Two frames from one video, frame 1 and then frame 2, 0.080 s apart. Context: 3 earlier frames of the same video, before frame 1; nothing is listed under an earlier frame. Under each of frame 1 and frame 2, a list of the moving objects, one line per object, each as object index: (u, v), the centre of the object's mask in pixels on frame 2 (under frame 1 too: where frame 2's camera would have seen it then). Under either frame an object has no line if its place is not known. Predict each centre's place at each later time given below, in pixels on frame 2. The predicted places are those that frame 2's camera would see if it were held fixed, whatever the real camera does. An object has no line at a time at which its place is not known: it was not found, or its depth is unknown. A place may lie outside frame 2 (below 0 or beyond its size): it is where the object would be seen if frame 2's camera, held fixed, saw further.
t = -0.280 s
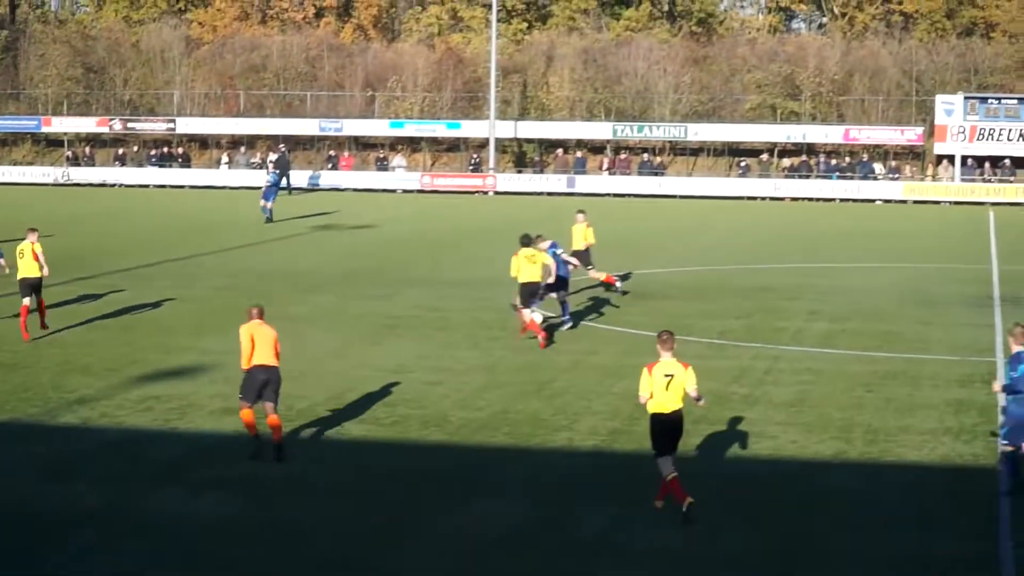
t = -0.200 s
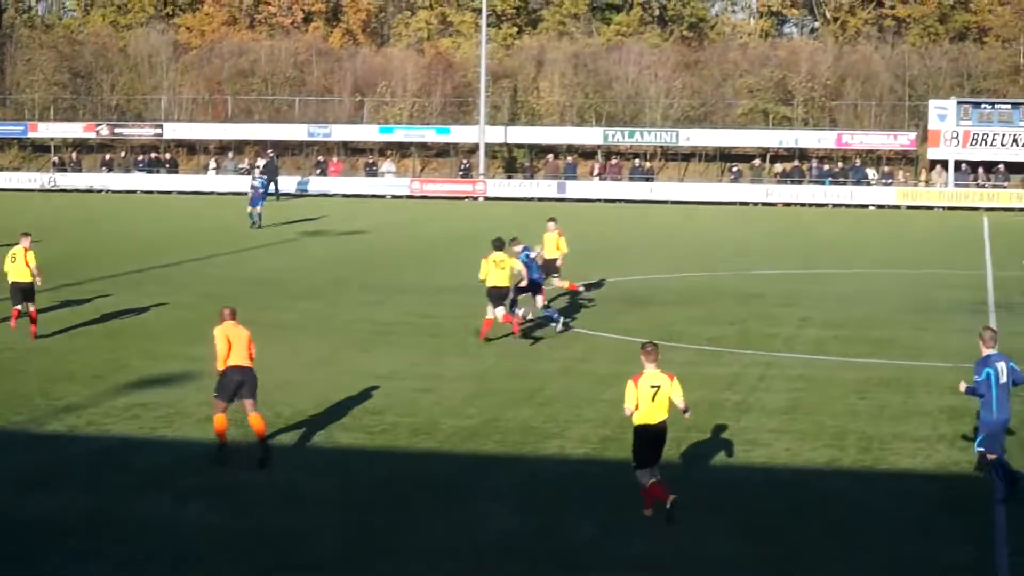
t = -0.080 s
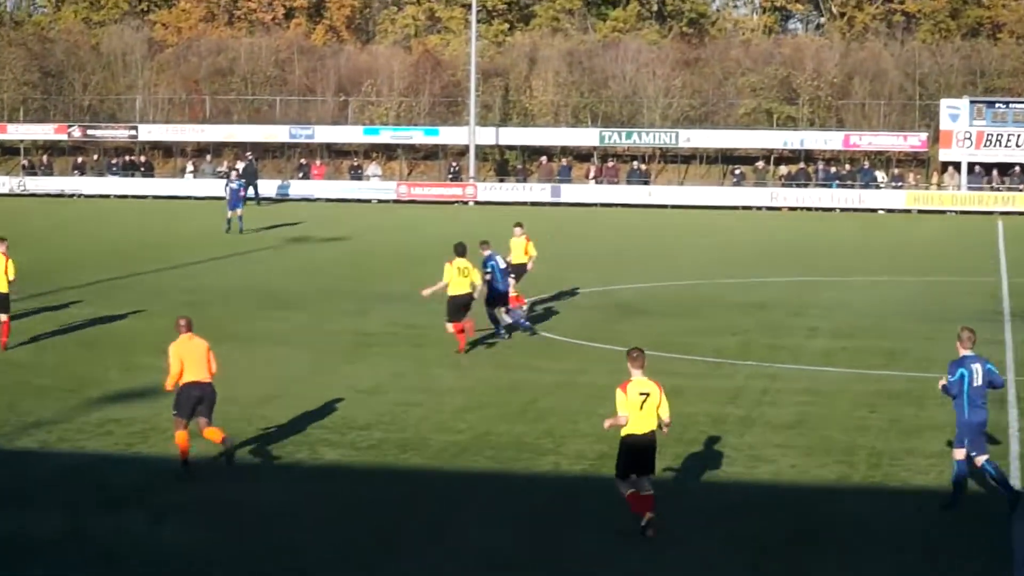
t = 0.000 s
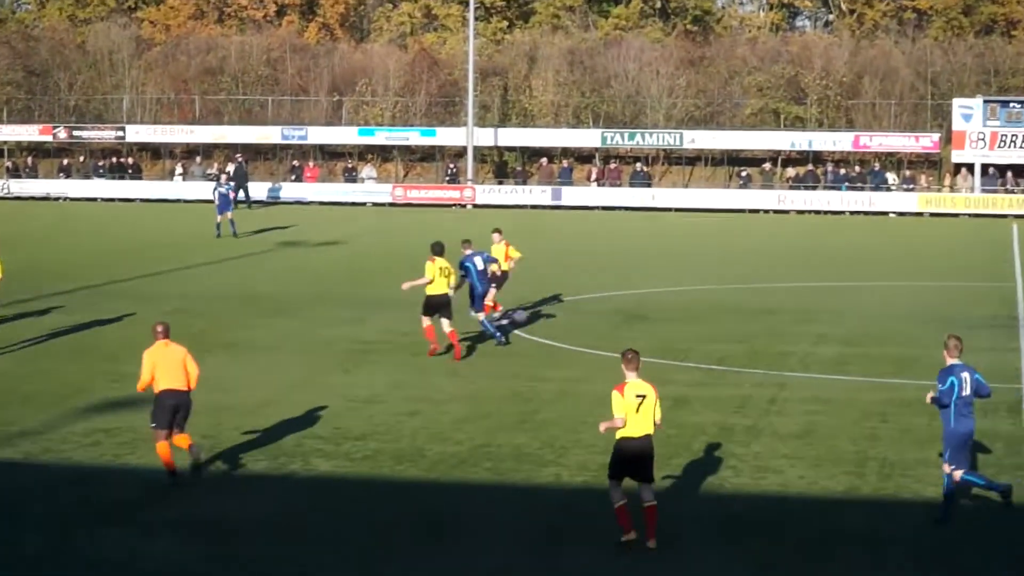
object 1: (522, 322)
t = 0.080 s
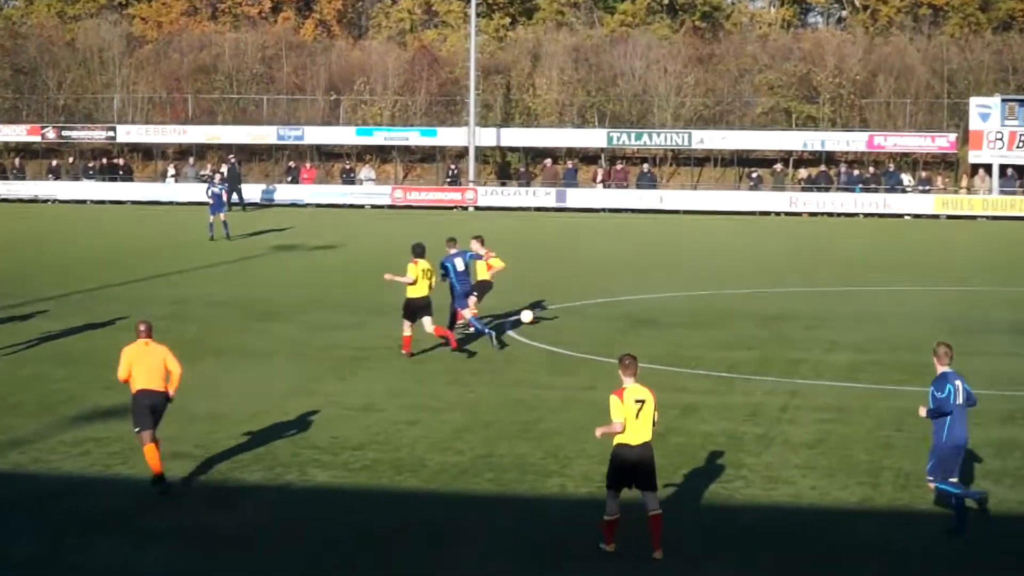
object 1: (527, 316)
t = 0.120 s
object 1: (529, 316)
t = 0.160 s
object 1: (531, 315)
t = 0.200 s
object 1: (534, 312)
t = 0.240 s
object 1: (537, 309)
